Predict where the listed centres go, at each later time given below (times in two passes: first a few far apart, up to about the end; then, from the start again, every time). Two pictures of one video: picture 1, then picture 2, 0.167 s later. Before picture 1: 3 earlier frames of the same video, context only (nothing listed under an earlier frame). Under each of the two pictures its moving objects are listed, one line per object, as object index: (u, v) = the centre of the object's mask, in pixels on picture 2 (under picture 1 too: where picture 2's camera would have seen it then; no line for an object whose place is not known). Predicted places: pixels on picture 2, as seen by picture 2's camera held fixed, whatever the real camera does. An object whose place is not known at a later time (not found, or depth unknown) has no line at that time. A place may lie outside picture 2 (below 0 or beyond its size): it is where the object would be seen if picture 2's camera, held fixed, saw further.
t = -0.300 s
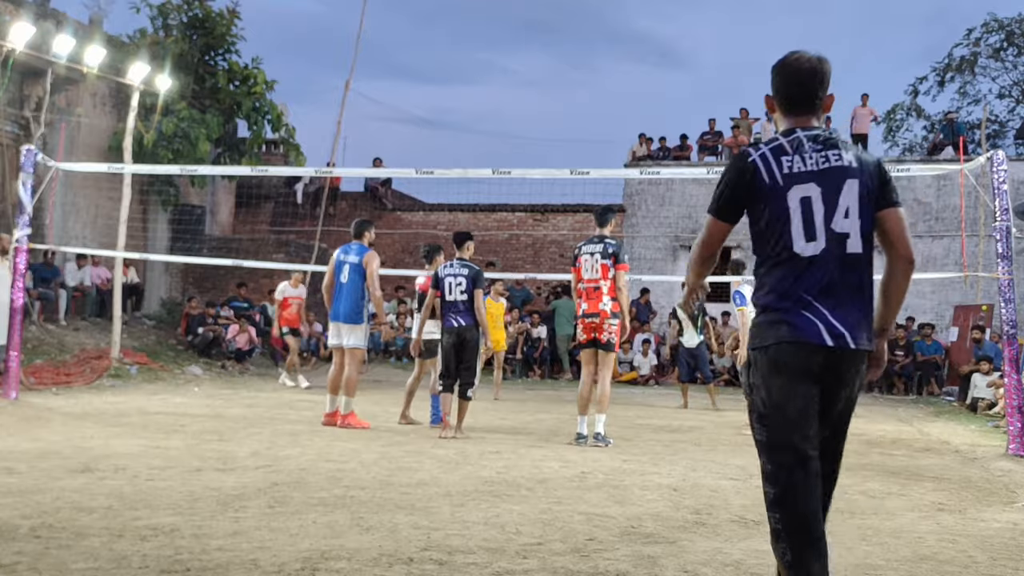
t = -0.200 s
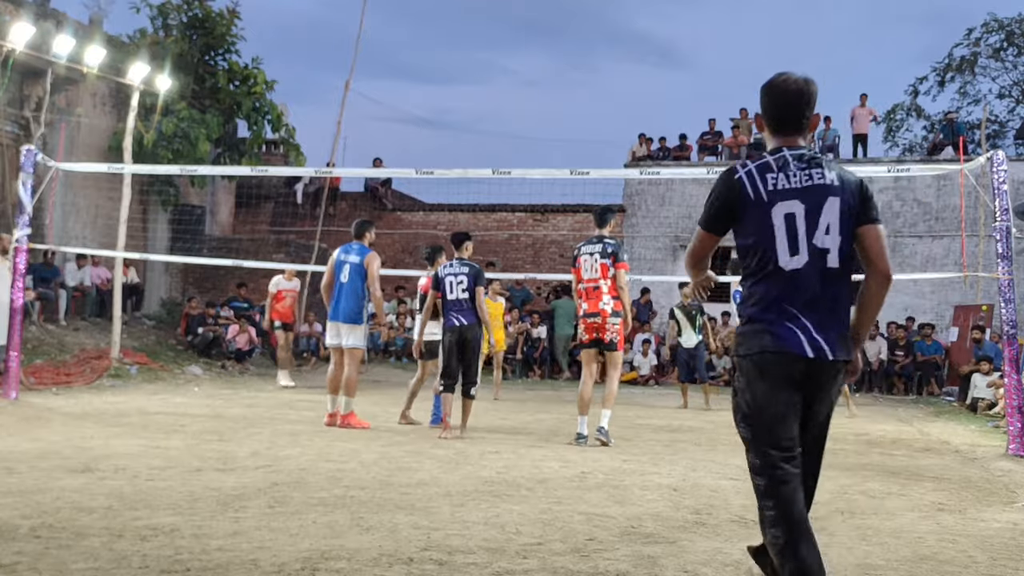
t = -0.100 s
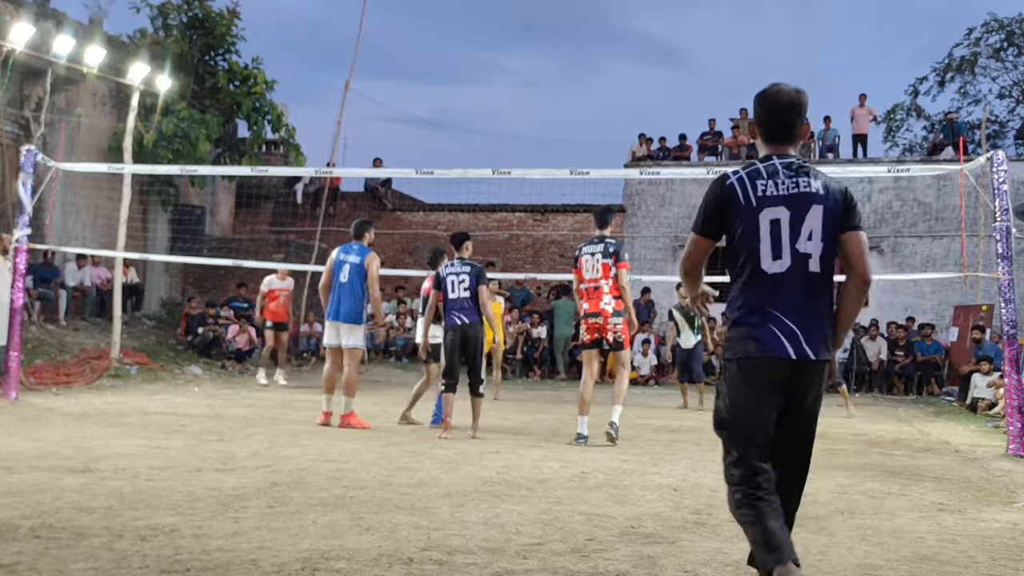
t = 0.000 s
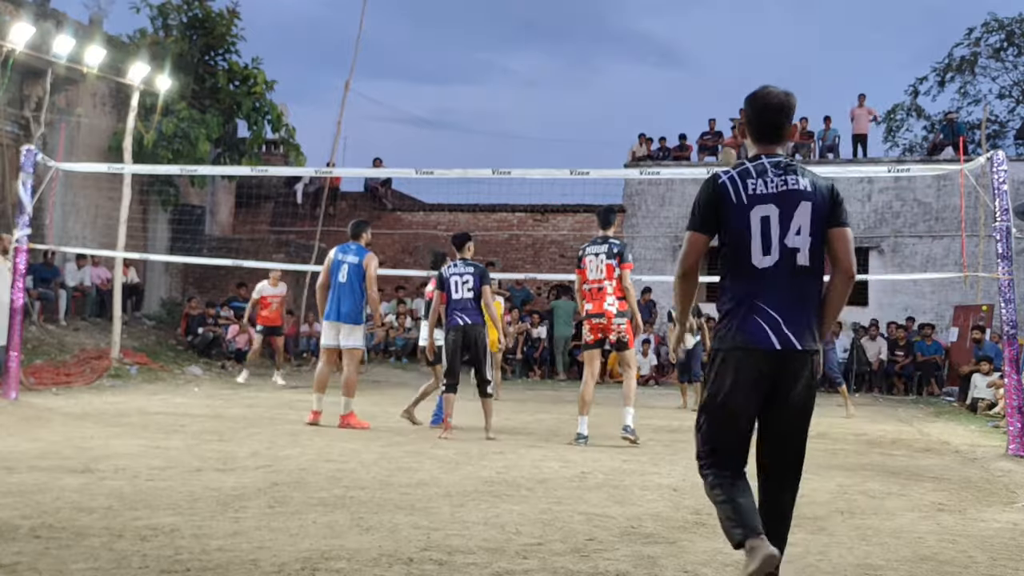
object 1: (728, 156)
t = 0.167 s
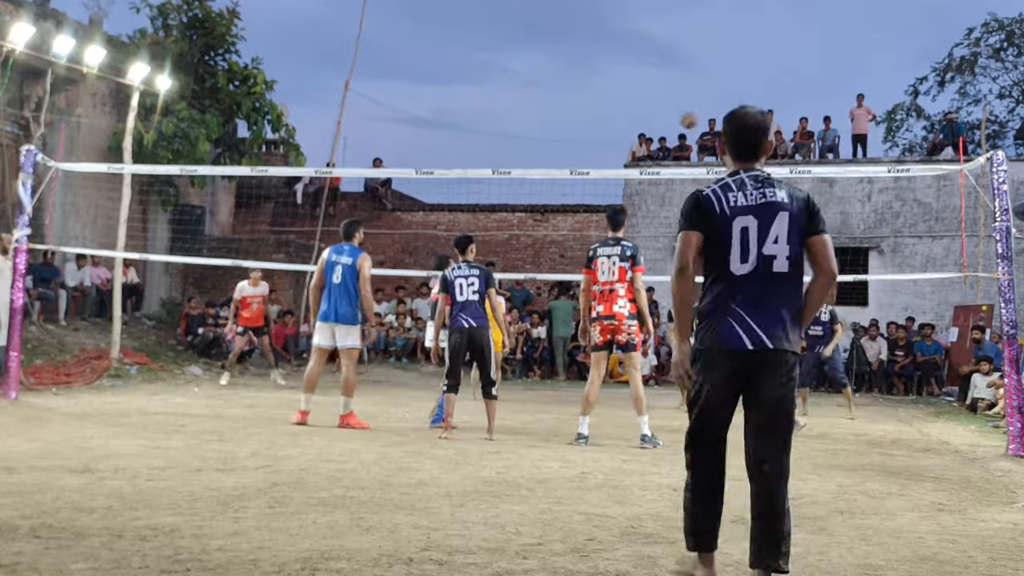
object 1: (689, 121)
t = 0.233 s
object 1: (673, 111)
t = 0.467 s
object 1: (614, 109)
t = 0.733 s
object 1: (540, 163)
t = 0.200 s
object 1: (681, 115)
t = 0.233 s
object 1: (673, 111)
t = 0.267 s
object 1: (664, 108)
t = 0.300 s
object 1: (656, 106)
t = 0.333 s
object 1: (648, 105)
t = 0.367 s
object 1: (639, 105)
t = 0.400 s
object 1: (631, 106)
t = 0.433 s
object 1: (623, 107)
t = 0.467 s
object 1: (614, 109)
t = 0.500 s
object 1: (605, 113)
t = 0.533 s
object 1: (596, 117)
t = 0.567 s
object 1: (587, 123)
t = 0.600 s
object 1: (577, 129)
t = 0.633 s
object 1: (568, 137)
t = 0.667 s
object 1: (559, 146)
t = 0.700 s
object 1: (550, 156)
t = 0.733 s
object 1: (540, 163)
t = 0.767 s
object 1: (530, 183)
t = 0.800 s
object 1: (518, 191)
